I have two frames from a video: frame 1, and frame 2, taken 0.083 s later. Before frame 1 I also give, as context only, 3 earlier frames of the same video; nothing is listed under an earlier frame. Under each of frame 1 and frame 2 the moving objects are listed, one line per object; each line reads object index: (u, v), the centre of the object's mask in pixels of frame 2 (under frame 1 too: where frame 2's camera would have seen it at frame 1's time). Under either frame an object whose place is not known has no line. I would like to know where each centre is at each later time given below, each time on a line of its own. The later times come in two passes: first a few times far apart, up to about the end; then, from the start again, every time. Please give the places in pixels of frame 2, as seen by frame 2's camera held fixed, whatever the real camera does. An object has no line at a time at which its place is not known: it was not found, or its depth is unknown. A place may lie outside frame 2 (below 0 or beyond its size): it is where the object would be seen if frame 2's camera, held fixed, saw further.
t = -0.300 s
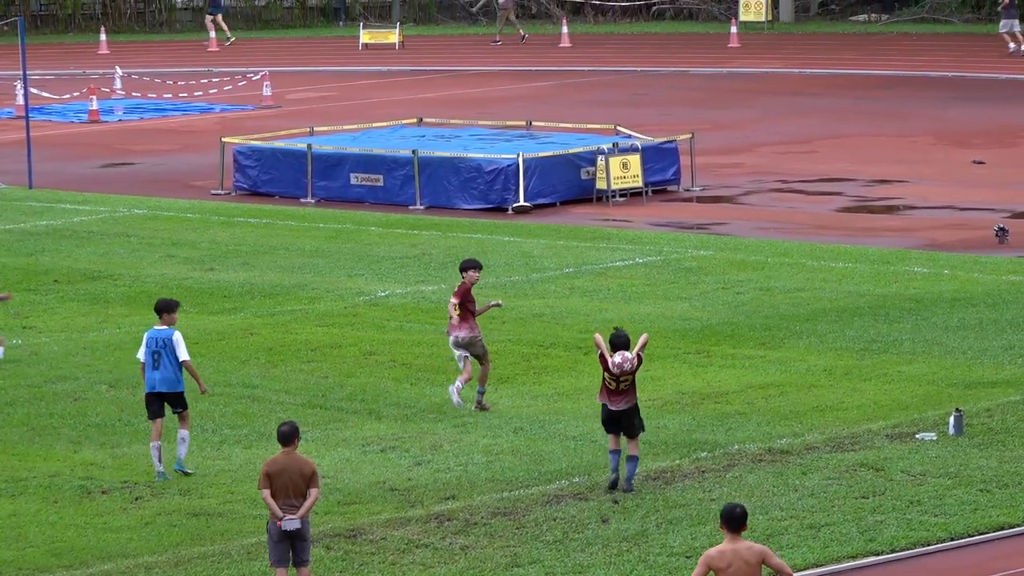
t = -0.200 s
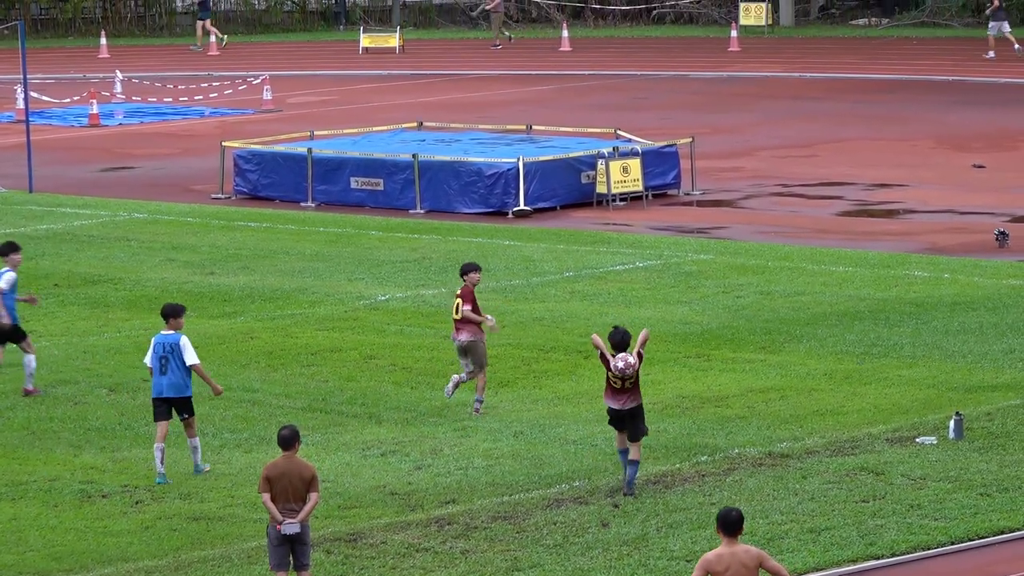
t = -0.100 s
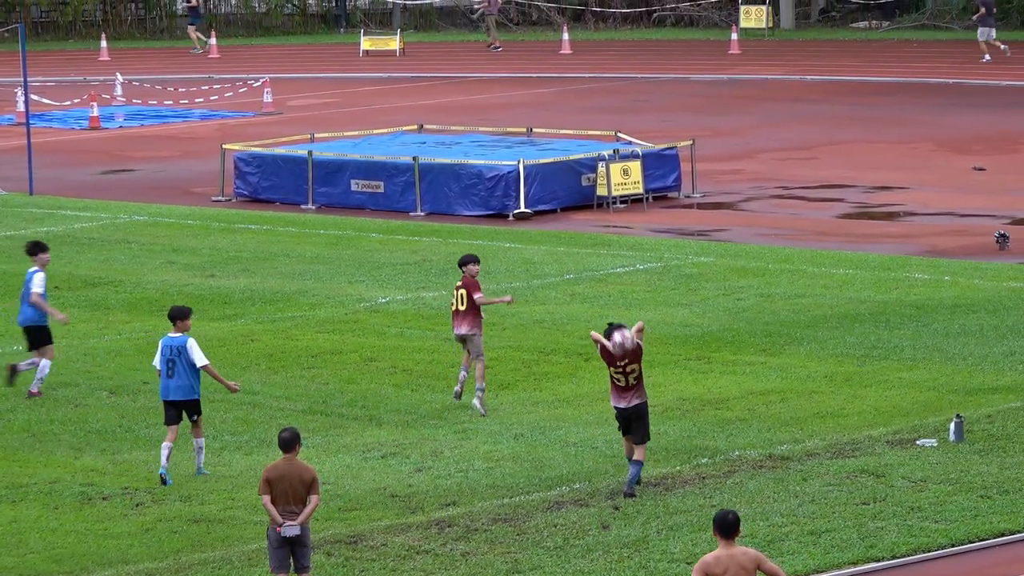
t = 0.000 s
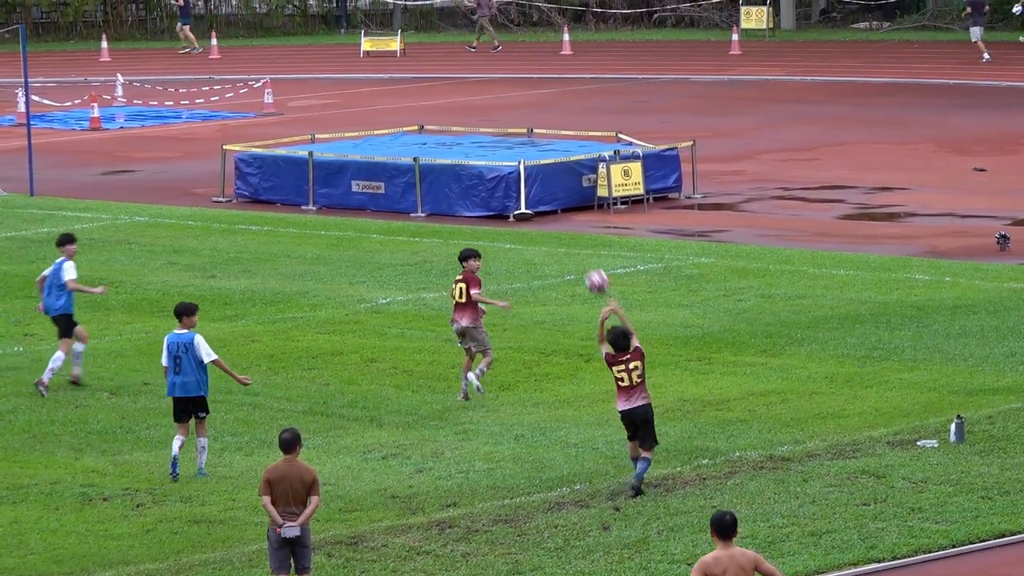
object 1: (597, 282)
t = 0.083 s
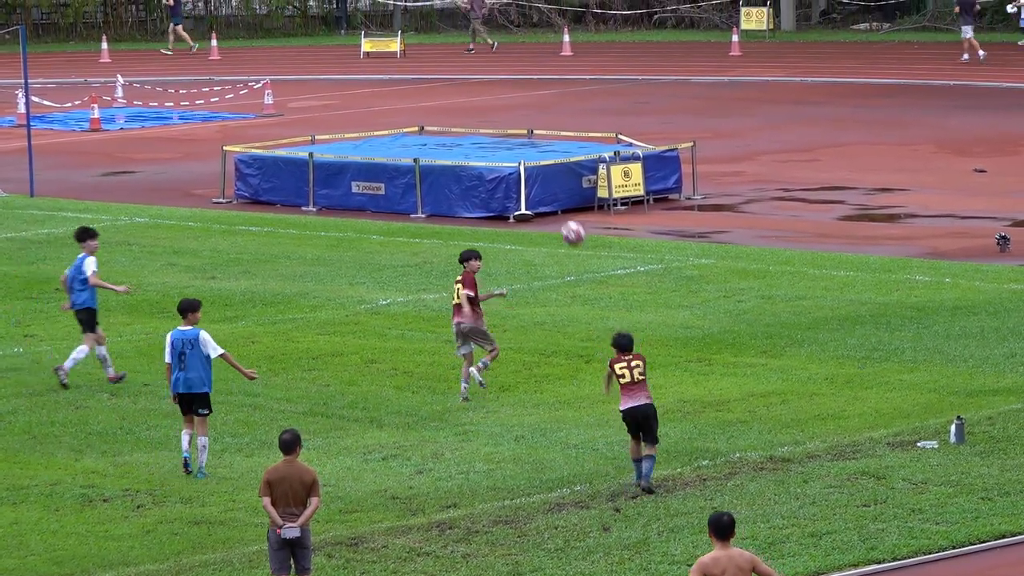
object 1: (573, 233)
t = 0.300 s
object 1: (518, 142)
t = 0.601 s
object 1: (456, 93)
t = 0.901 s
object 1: (403, 129)
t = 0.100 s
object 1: (568, 224)
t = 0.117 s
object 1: (563, 216)
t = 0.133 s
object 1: (559, 208)
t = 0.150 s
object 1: (555, 200)
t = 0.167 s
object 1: (551, 192)
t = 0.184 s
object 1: (546, 185)
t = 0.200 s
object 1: (542, 178)
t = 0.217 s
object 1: (539, 172)
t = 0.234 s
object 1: (534, 165)
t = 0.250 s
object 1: (530, 158)
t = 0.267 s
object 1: (525, 152)
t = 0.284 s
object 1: (522, 147)
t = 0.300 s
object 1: (518, 142)
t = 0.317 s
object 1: (514, 136)
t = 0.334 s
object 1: (510, 131)
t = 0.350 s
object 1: (506, 127)
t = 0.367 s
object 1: (503, 123)
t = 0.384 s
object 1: (499, 119)
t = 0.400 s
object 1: (495, 116)
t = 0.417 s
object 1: (492, 112)
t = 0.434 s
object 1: (489, 109)
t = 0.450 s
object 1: (485, 106)
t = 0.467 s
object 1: (482, 103)
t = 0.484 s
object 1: (479, 101)
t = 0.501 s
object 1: (476, 99)
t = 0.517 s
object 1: (472, 97)
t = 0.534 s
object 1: (469, 96)
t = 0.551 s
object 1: (466, 95)
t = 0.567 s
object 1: (462, 93)
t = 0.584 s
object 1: (459, 93)
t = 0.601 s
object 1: (456, 93)
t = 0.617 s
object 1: (453, 92)
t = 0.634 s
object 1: (450, 92)
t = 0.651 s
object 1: (446, 93)
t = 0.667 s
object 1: (443, 93)
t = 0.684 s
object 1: (440, 94)
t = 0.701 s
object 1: (437, 95)
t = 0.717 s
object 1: (434, 96)
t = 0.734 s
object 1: (431, 98)
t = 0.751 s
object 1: (428, 100)
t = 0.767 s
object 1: (425, 102)
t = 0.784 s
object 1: (422, 105)
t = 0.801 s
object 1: (419, 108)
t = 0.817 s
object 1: (417, 111)
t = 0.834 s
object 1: (414, 114)
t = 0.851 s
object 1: (411, 117)
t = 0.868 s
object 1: (409, 121)
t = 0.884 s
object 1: (406, 125)
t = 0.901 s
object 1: (403, 129)
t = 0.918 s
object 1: (401, 133)
